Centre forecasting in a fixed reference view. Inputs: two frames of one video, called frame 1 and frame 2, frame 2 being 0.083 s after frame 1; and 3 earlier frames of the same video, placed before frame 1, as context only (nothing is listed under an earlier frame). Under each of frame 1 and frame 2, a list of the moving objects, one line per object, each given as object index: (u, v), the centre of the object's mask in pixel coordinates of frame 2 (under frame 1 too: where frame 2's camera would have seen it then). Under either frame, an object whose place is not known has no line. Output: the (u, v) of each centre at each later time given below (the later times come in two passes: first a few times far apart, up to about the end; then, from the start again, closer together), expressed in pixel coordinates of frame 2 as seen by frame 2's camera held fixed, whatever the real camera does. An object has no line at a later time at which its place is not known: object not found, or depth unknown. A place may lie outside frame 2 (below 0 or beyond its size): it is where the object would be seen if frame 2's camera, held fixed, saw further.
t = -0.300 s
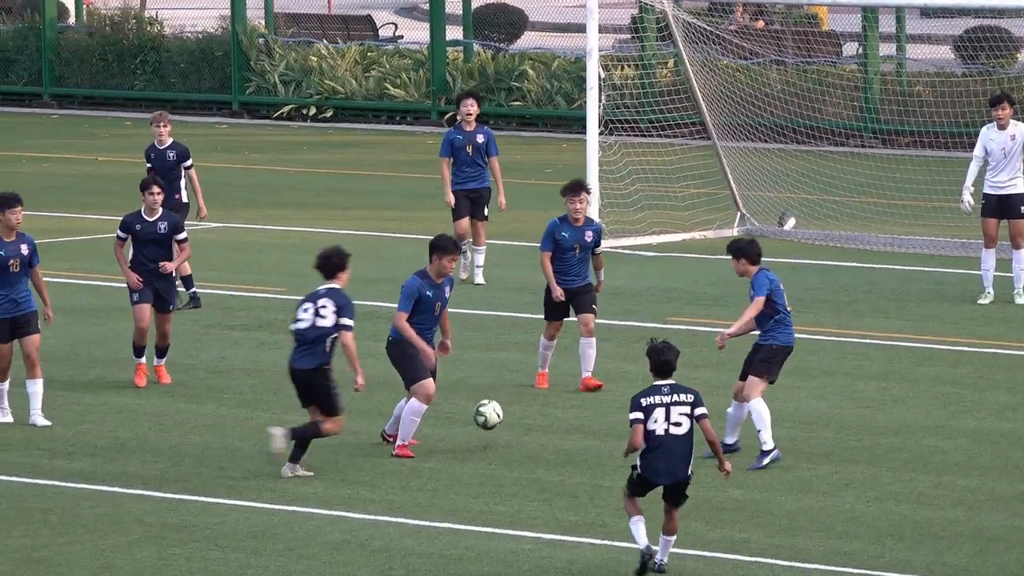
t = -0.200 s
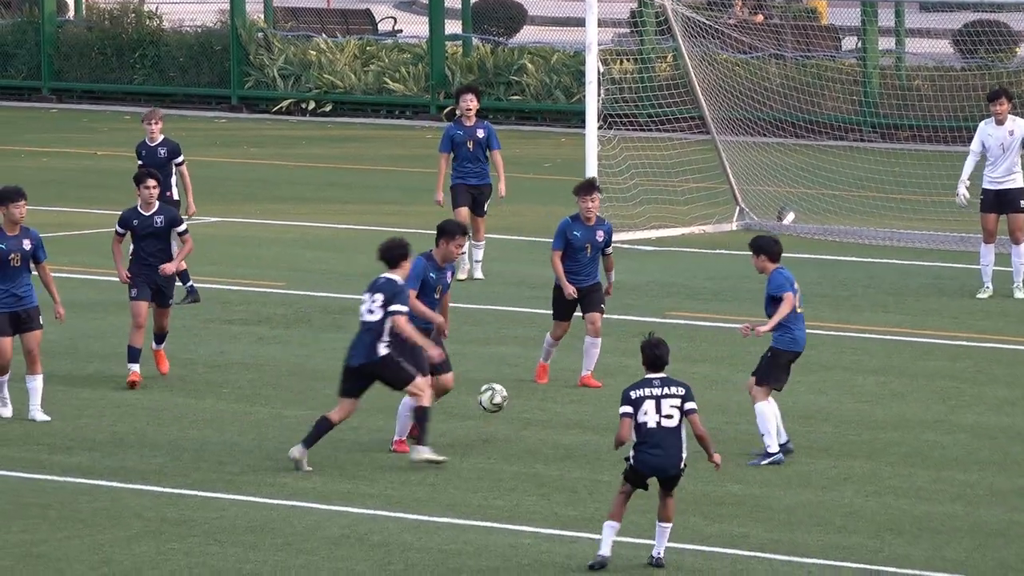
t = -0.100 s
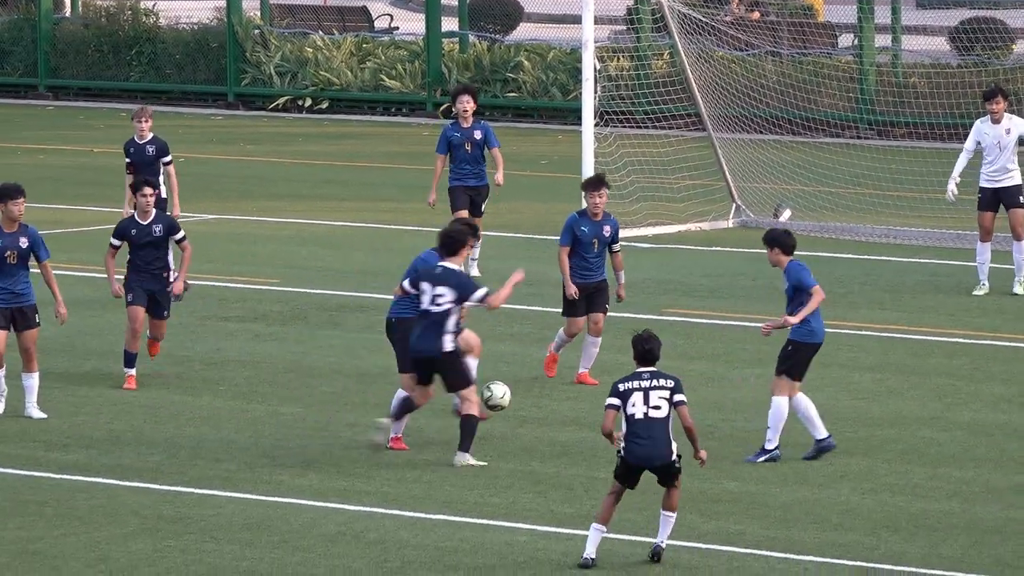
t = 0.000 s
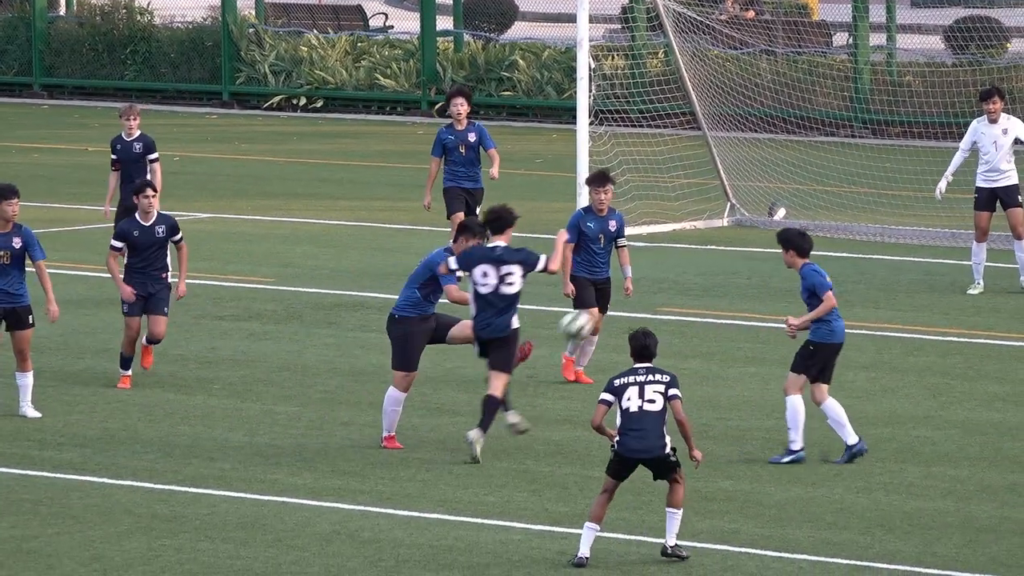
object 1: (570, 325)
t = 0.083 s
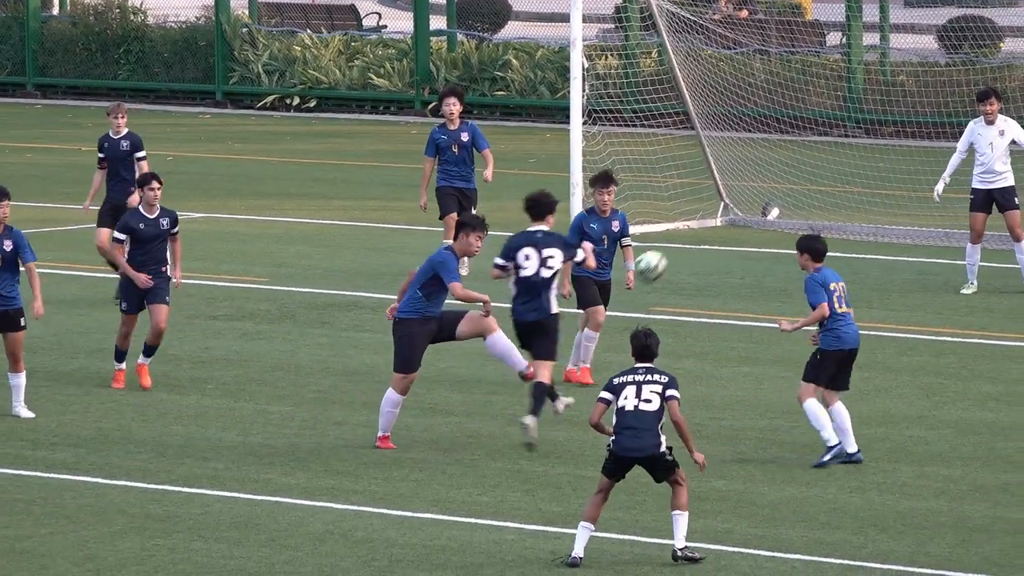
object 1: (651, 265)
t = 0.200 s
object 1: (765, 197)
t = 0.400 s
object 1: (965, 115)
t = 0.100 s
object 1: (666, 255)
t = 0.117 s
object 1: (682, 245)
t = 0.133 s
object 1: (698, 237)
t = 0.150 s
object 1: (715, 225)
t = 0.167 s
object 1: (734, 216)
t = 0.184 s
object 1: (749, 206)
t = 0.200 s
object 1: (765, 197)
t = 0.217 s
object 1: (781, 189)
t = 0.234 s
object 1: (797, 181)
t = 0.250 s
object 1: (814, 173)
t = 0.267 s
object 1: (831, 165)
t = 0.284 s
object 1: (847, 158)
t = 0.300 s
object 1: (865, 151)
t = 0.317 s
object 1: (880, 144)
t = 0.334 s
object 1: (898, 138)
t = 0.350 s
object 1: (914, 131)
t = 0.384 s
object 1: (948, 121)
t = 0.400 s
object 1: (965, 115)
